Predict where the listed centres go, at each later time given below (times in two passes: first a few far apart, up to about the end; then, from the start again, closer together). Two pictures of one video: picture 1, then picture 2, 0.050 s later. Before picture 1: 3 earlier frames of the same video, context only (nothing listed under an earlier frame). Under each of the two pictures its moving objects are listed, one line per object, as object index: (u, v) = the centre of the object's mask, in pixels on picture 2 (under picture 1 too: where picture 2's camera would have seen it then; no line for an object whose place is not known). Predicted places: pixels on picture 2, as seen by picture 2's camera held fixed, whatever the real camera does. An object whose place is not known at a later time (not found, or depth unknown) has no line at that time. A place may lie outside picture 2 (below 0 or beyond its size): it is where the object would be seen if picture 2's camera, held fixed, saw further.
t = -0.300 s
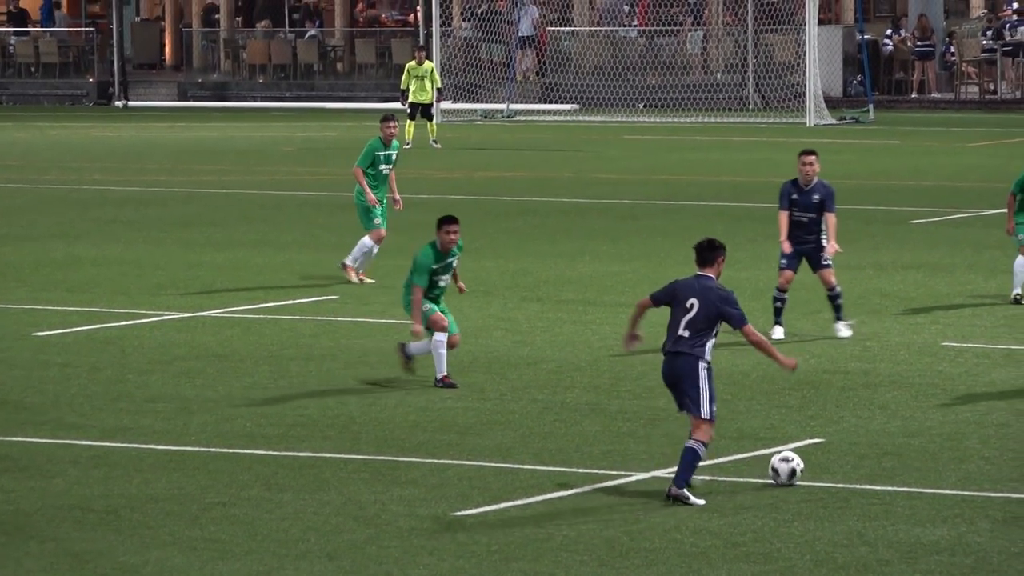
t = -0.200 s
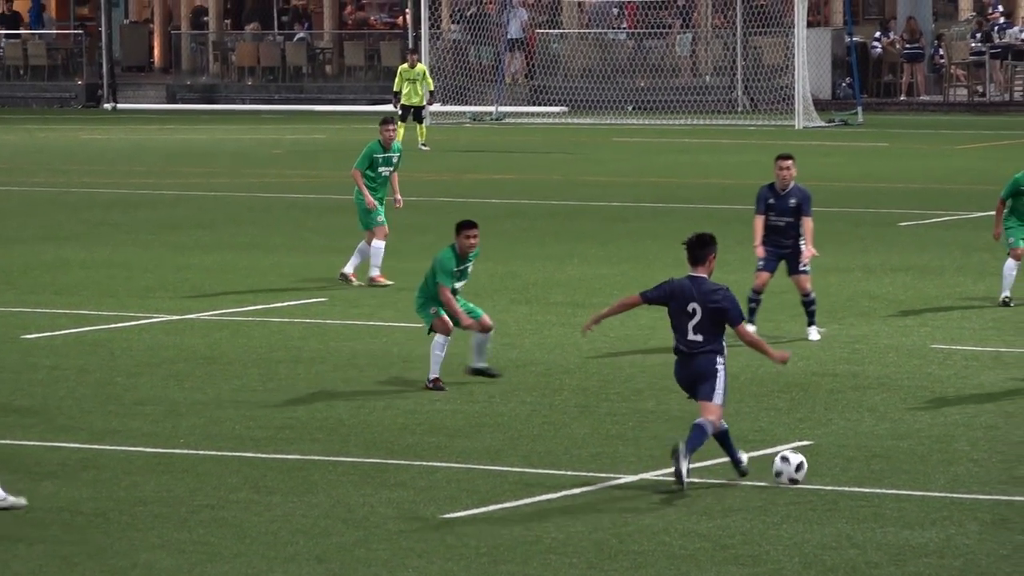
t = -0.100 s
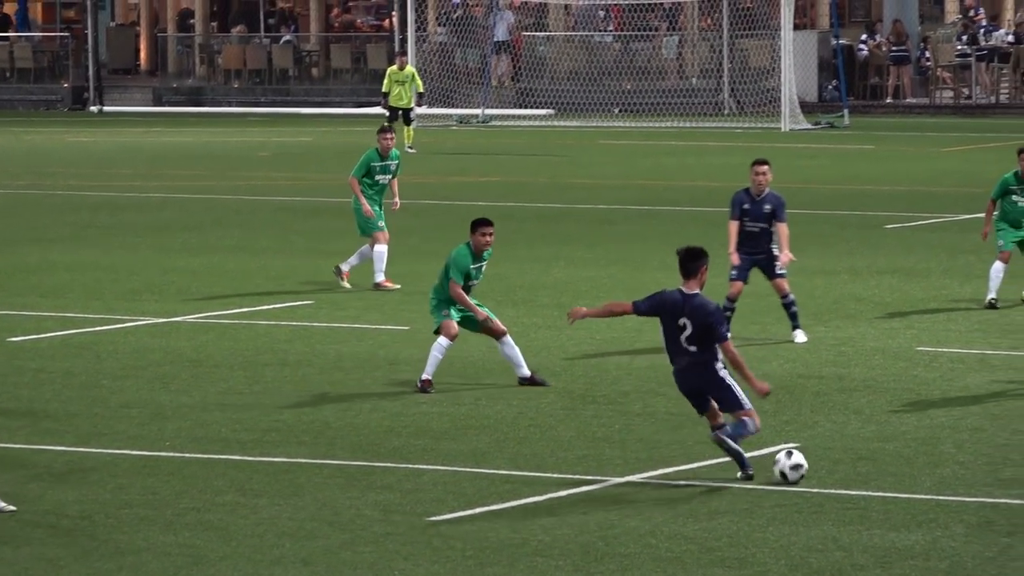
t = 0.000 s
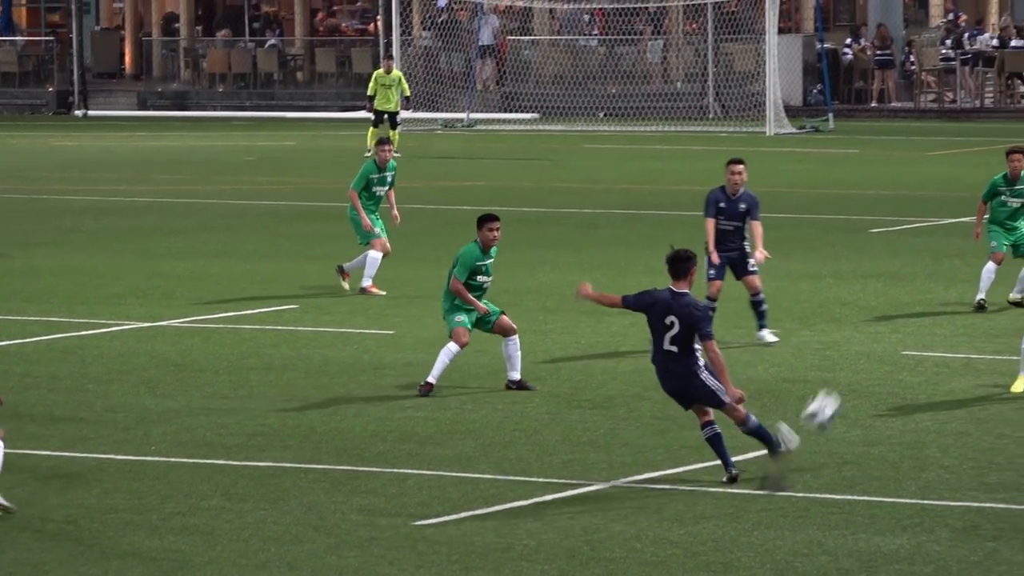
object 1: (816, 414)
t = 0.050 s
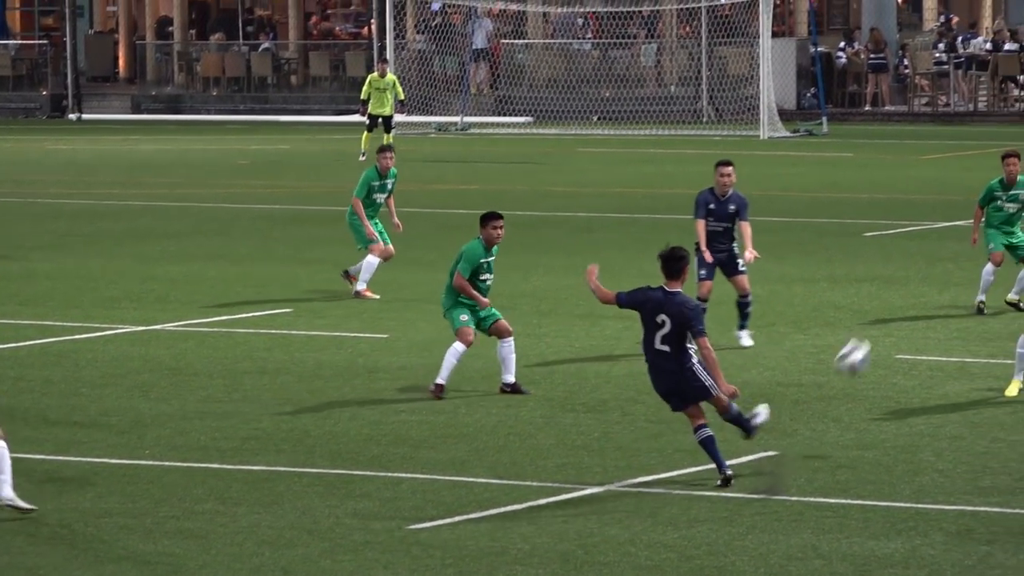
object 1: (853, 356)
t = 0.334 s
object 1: (1012, 123)
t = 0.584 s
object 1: (1103, 10)
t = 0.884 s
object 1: (1167, -41)
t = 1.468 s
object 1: (1187, 64)
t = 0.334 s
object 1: (1012, 123)
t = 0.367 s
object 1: (1020, 105)
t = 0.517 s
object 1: (1077, 33)
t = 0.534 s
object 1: (1087, 29)
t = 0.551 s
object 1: (1093, 22)
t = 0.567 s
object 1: (1098, 15)
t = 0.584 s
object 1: (1103, 10)
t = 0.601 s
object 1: (1108, 5)
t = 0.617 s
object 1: (1115, 0)
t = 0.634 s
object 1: (1119, -4)
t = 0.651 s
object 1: (1123, -8)
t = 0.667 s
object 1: (1126, -12)
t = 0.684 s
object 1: (1129, -16)
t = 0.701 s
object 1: (1133, -19)
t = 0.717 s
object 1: (1136, -23)
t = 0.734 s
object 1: (1140, -26)
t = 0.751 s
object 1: (1143, -29)
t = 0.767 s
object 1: (1146, -32)
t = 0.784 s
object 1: (1149, -34)
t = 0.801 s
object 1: (1152, -36)
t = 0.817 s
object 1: (1155, -37)
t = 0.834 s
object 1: (1158, -39)
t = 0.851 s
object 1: (1162, -40)
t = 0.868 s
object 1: (1164, -40)
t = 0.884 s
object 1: (1167, -41)
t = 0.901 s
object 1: (1170, -41)
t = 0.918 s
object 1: (1173, -42)
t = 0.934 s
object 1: (1175, -41)
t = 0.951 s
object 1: (1178, -42)
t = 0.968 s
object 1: (1180, -41)
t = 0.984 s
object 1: (1182, -41)
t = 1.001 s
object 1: (1185, -40)
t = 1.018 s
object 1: (1186, -39)
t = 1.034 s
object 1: (1189, -38)
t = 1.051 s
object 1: (1190, -36)
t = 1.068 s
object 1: (1192, -35)
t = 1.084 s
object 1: (1193, -33)
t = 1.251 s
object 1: (1199, -2)
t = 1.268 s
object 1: (1199, 2)
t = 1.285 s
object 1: (1197, 6)
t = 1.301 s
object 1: (1197, 11)
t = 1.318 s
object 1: (1195, 16)
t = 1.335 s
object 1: (1193, 21)
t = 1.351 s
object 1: (1192, 27)
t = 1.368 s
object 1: (1191, 31)
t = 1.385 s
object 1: (1191, 36)
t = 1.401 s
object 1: (1189, 40)
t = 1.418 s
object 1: (1190, 45)
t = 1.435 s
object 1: (1189, 51)
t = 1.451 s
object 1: (1188, 58)
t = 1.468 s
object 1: (1187, 64)
